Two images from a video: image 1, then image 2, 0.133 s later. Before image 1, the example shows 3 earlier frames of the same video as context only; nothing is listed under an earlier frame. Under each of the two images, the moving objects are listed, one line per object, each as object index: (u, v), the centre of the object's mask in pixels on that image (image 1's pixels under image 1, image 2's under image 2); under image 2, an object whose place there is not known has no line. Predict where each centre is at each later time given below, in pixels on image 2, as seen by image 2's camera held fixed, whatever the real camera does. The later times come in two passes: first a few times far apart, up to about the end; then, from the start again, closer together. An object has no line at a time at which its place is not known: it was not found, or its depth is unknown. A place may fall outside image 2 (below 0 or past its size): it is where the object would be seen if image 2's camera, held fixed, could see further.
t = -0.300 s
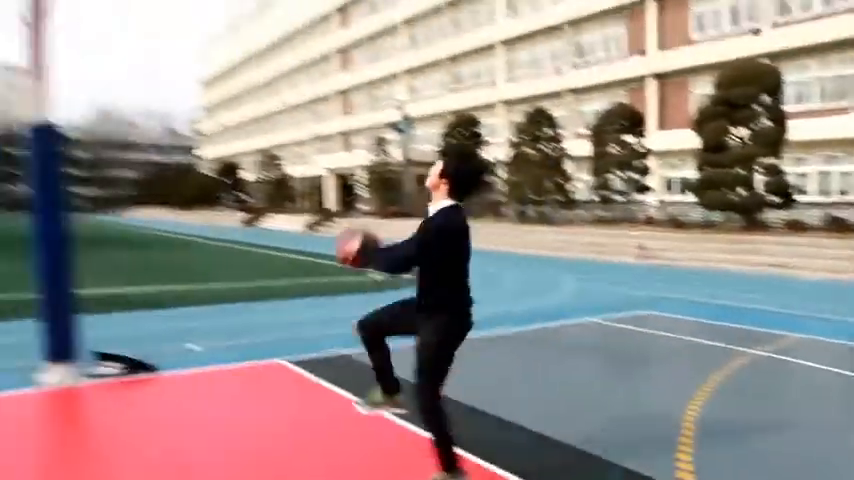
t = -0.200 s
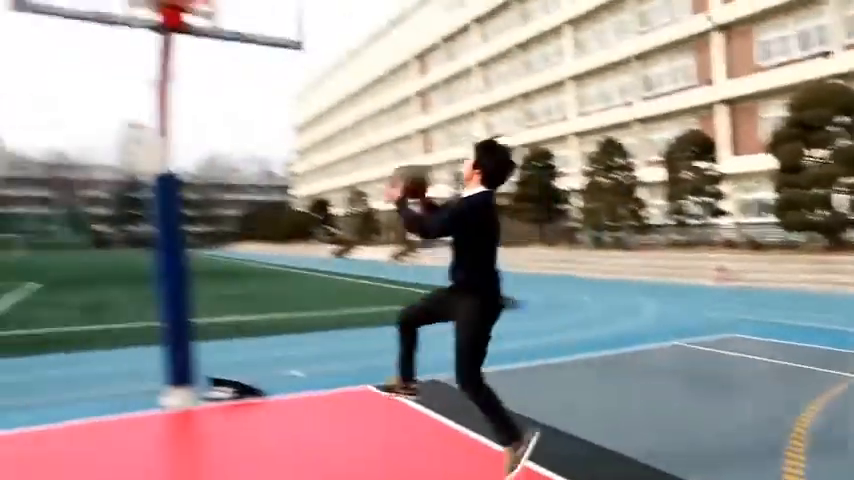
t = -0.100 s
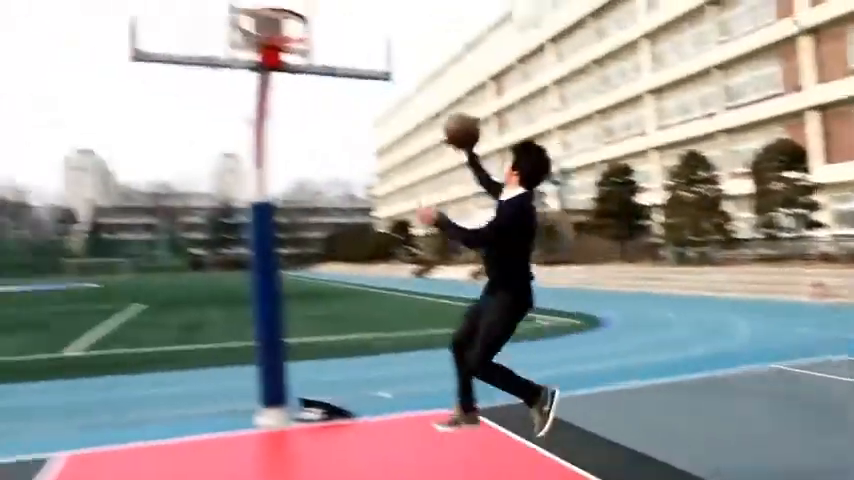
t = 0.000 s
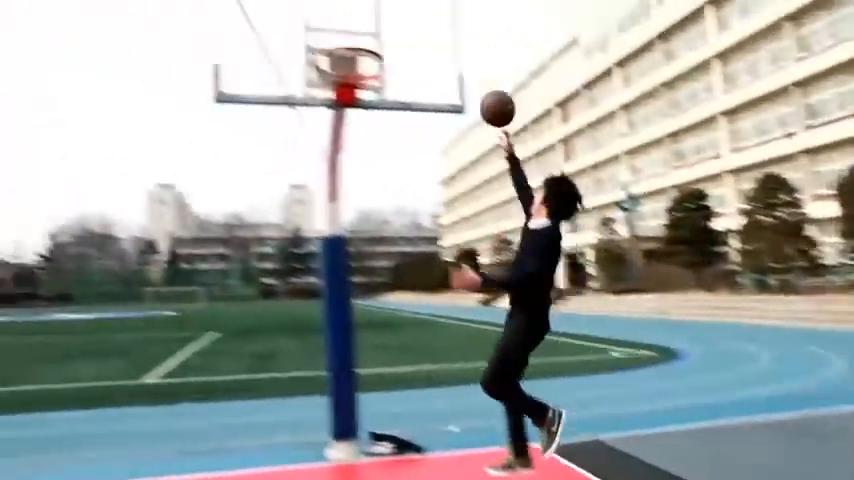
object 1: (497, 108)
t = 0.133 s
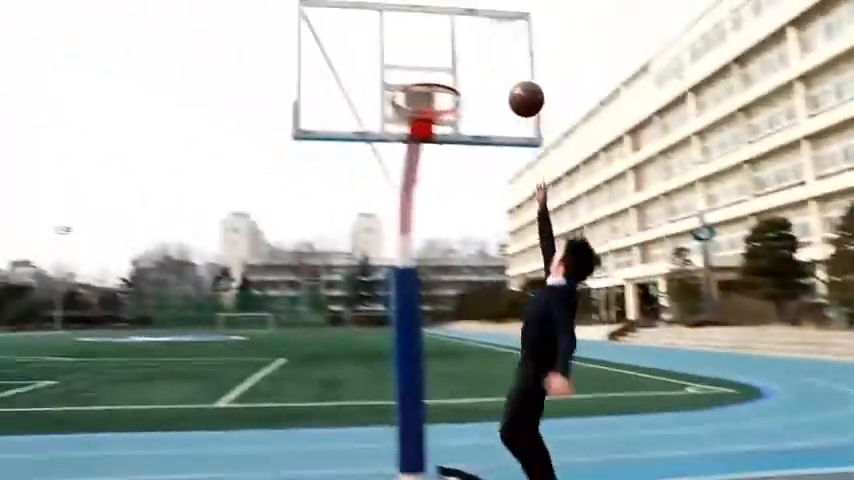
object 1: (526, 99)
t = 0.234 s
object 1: (494, 85)
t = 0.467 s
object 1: (446, 85)
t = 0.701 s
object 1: (412, 148)
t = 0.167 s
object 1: (515, 92)
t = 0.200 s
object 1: (504, 88)
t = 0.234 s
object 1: (494, 85)
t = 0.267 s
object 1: (484, 84)
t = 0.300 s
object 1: (474, 84)
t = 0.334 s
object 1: (465, 86)
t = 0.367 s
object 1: (460, 85)
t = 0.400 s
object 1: (455, 84)
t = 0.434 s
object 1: (450, 84)
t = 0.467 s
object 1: (446, 85)
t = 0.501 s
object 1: (442, 89)
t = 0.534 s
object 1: (438, 94)
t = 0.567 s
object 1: (433, 103)
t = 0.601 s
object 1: (429, 107)
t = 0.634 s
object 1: (424, 120)
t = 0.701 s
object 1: (412, 148)
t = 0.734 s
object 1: (406, 164)
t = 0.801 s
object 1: (394, 207)
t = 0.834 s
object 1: (388, 232)
